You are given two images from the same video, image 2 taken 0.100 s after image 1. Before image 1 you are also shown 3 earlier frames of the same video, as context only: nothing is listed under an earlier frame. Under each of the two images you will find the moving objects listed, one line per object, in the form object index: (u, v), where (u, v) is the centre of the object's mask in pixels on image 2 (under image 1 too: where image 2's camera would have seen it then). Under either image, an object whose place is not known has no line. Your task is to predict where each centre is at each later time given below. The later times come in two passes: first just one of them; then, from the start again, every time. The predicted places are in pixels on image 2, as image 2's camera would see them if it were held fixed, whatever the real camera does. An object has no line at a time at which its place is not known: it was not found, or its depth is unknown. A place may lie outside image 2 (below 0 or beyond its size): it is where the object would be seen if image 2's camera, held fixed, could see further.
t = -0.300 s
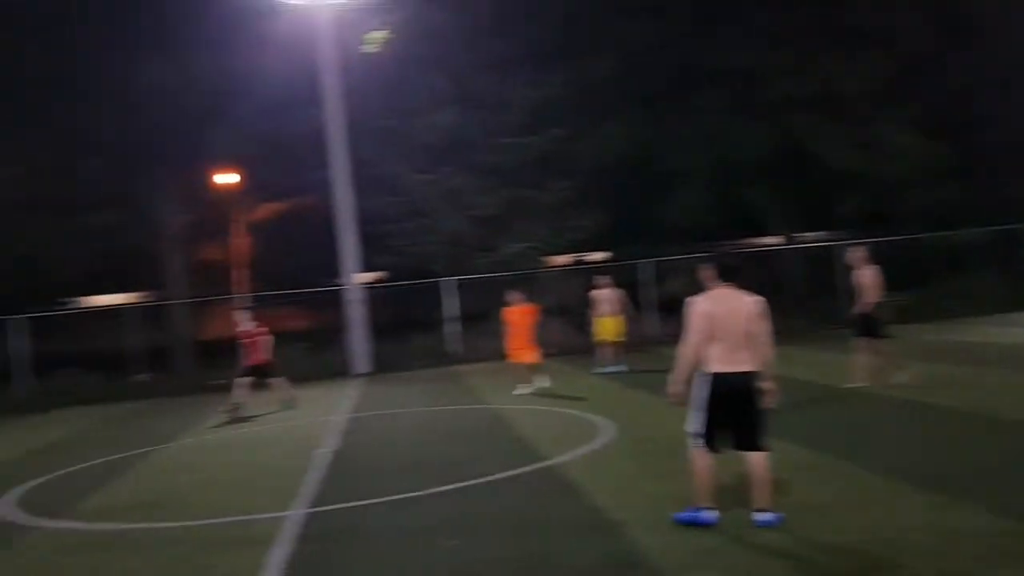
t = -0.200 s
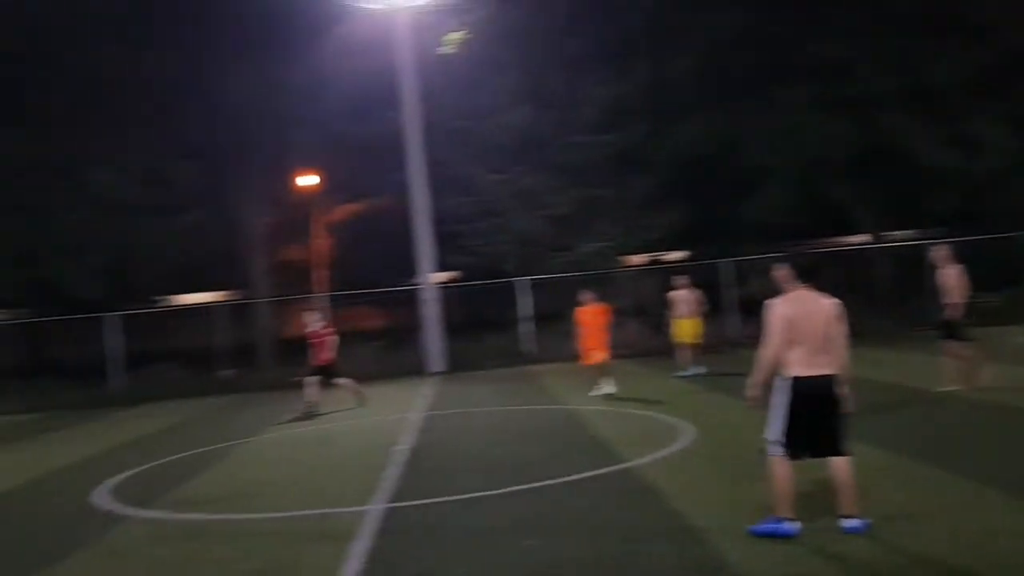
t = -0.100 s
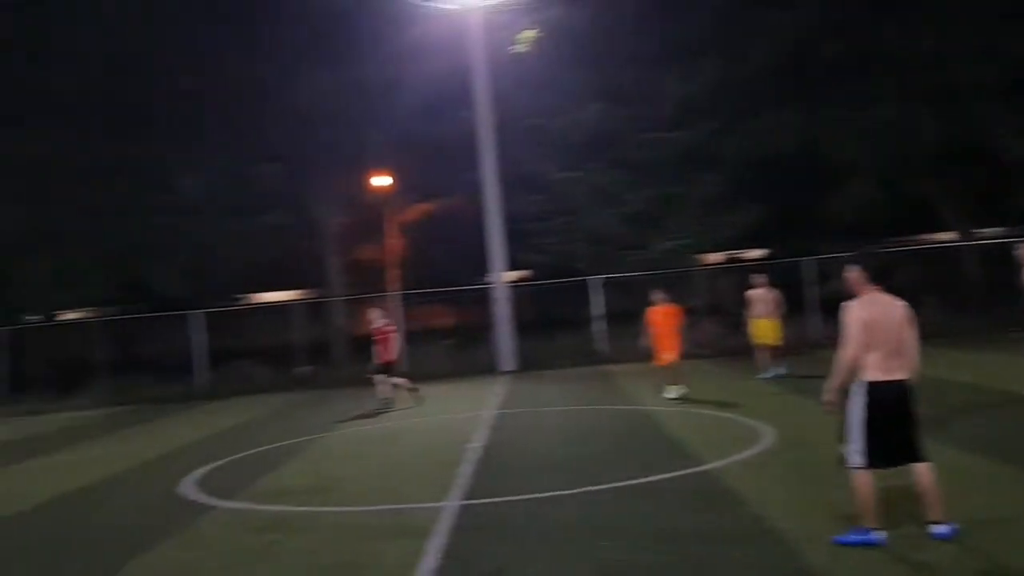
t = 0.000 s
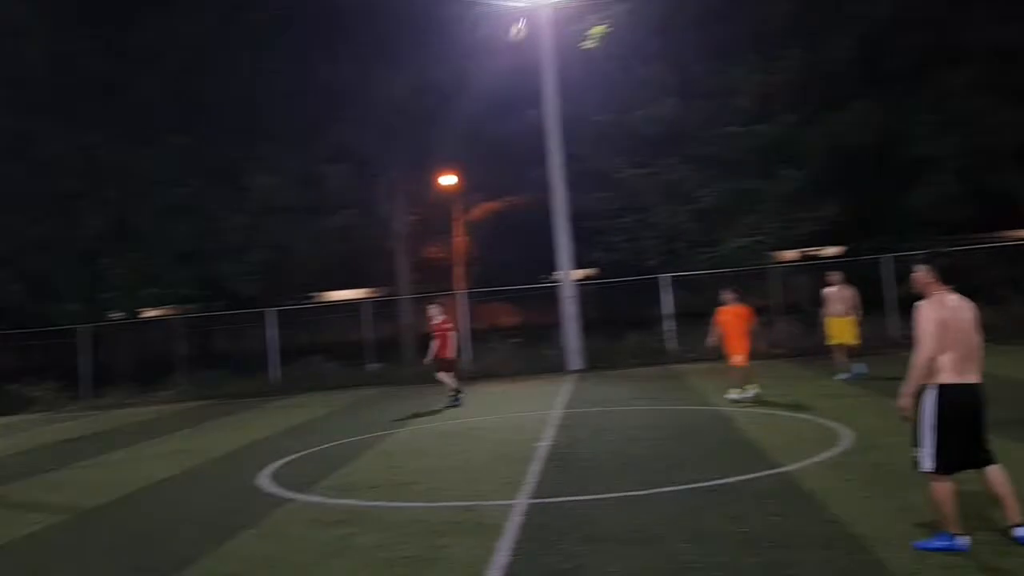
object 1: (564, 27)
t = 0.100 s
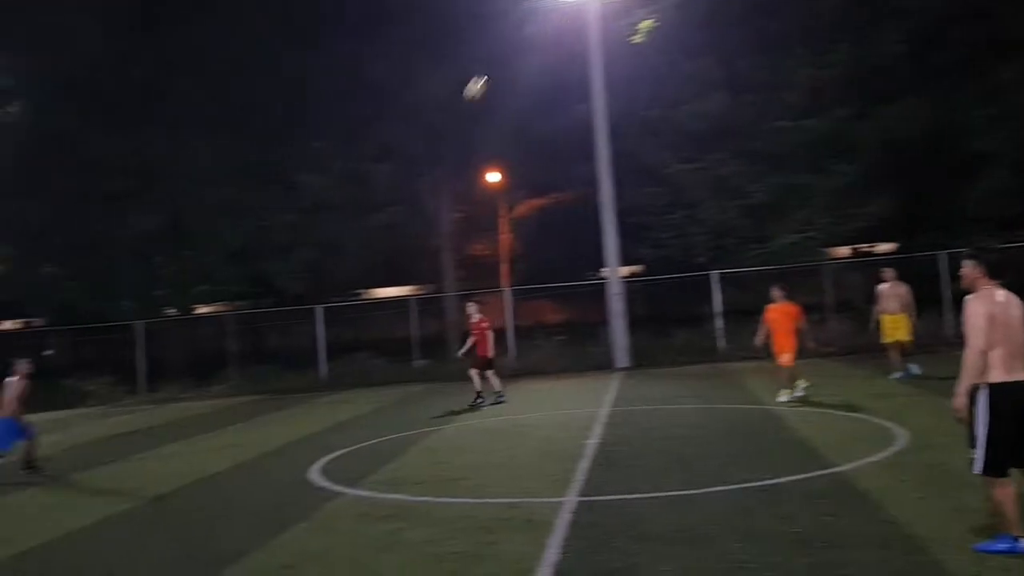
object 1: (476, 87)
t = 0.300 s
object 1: (315, 220)
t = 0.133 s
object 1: (447, 109)
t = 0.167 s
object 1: (419, 131)
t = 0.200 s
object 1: (392, 153)
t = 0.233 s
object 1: (366, 174)
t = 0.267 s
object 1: (340, 197)
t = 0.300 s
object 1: (315, 220)
